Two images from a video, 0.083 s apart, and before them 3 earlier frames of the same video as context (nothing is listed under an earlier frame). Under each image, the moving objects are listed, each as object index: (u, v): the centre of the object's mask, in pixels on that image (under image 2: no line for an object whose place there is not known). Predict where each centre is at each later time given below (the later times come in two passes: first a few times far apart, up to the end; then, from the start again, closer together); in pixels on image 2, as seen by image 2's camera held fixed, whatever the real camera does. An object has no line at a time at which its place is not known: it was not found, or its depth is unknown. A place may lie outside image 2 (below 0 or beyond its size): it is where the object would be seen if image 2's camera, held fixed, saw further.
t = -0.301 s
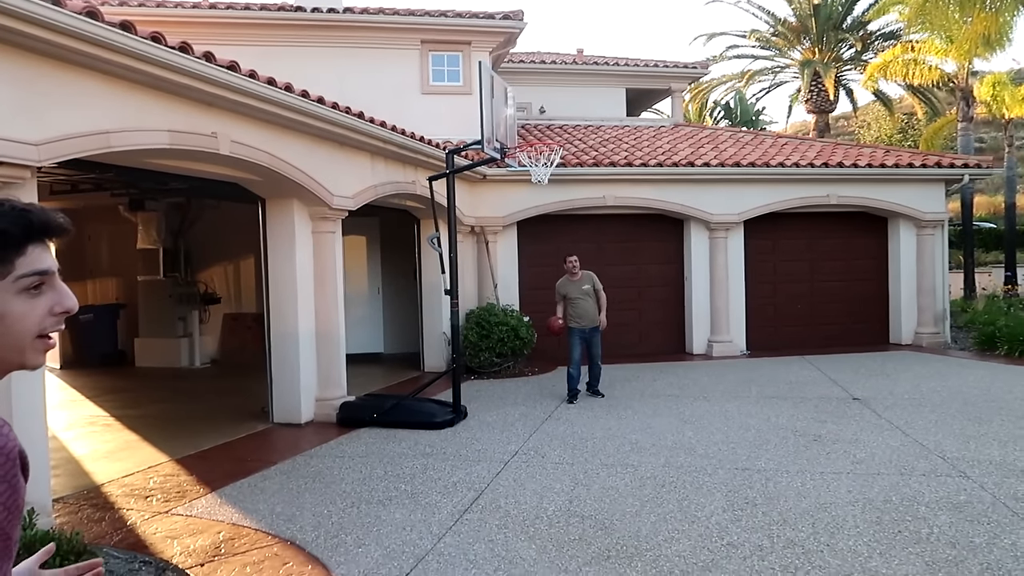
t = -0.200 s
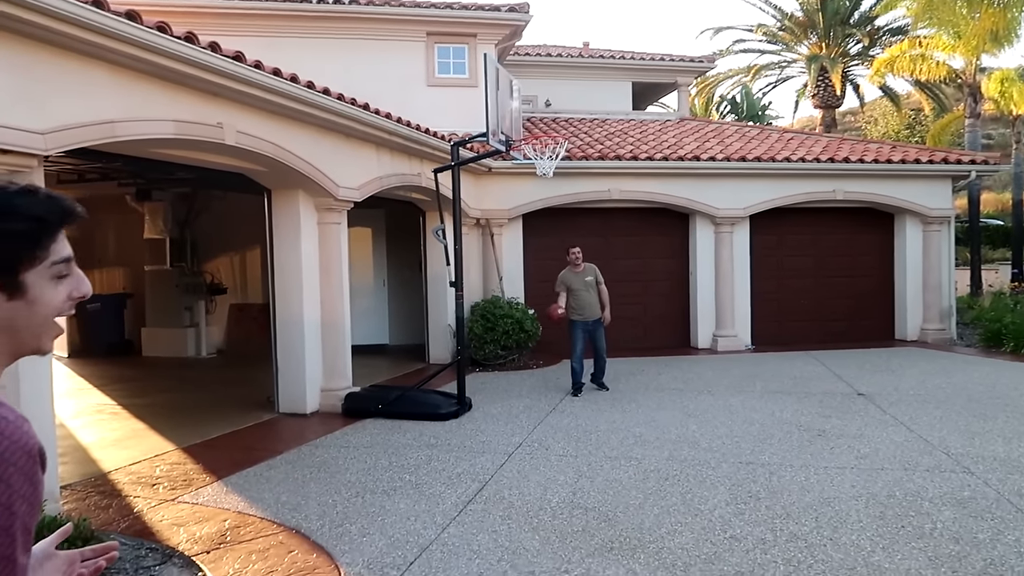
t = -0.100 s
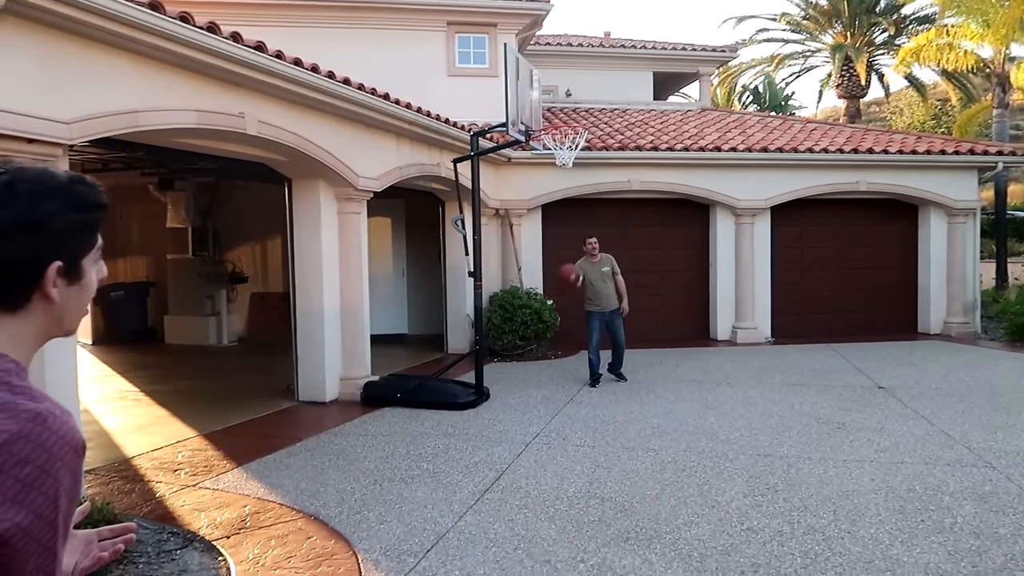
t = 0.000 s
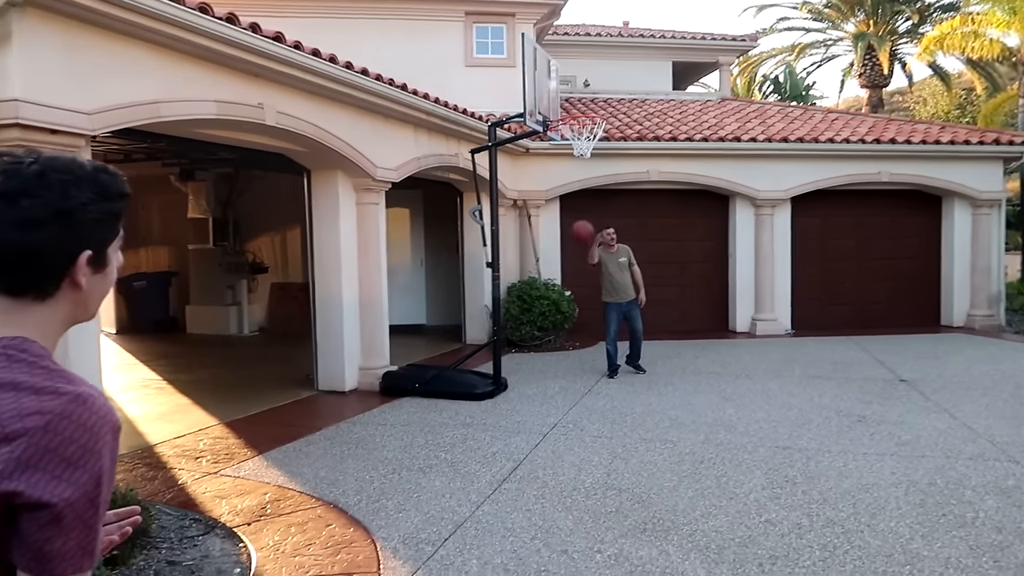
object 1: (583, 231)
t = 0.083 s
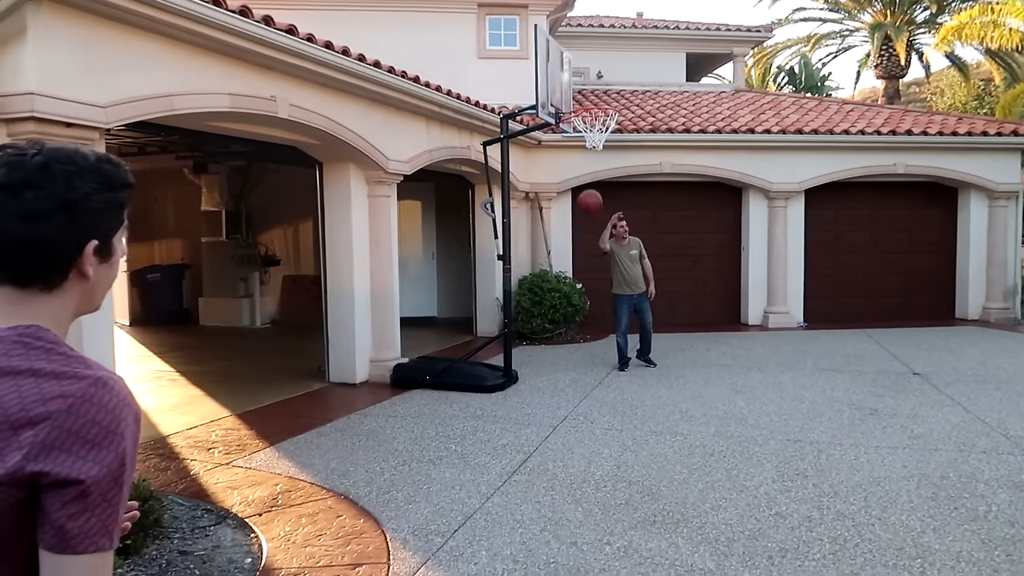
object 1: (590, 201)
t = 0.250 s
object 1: (579, 172)
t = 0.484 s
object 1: (561, 180)
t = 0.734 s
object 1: (532, 298)
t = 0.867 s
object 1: (512, 438)
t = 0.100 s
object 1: (589, 197)
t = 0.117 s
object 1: (587, 193)
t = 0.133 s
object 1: (587, 190)
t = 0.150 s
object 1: (586, 187)
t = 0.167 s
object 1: (584, 185)
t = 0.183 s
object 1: (584, 182)
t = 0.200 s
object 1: (583, 178)
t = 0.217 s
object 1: (581, 176)
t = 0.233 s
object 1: (580, 174)
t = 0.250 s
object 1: (579, 172)
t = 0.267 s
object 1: (578, 171)
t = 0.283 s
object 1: (577, 169)
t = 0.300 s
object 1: (576, 168)
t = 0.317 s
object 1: (575, 168)
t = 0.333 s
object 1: (574, 167)
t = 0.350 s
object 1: (572, 167)
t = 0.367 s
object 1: (571, 167)
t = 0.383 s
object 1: (570, 168)
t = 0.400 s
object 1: (568, 169)
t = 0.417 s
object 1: (567, 170)
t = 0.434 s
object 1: (565, 172)
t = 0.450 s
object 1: (564, 174)
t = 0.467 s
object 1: (562, 177)
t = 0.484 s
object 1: (561, 180)
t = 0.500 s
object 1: (559, 184)
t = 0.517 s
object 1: (558, 188)
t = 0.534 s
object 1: (556, 192)
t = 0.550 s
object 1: (554, 198)
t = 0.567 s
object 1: (553, 204)
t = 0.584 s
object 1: (551, 210)
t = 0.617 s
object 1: (547, 225)
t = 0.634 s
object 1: (545, 233)
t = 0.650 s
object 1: (543, 242)
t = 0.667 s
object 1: (541, 252)
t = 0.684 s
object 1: (539, 262)
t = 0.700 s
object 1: (537, 274)
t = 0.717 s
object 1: (534, 286)
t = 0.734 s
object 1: (532, 298)
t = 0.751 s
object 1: (530, 312)
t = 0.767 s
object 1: (527, 326)
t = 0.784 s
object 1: (525, 342)
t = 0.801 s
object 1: (523, 358)
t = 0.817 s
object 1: (520, 377)
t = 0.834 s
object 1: (518, 396)
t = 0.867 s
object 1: (512, 438)
